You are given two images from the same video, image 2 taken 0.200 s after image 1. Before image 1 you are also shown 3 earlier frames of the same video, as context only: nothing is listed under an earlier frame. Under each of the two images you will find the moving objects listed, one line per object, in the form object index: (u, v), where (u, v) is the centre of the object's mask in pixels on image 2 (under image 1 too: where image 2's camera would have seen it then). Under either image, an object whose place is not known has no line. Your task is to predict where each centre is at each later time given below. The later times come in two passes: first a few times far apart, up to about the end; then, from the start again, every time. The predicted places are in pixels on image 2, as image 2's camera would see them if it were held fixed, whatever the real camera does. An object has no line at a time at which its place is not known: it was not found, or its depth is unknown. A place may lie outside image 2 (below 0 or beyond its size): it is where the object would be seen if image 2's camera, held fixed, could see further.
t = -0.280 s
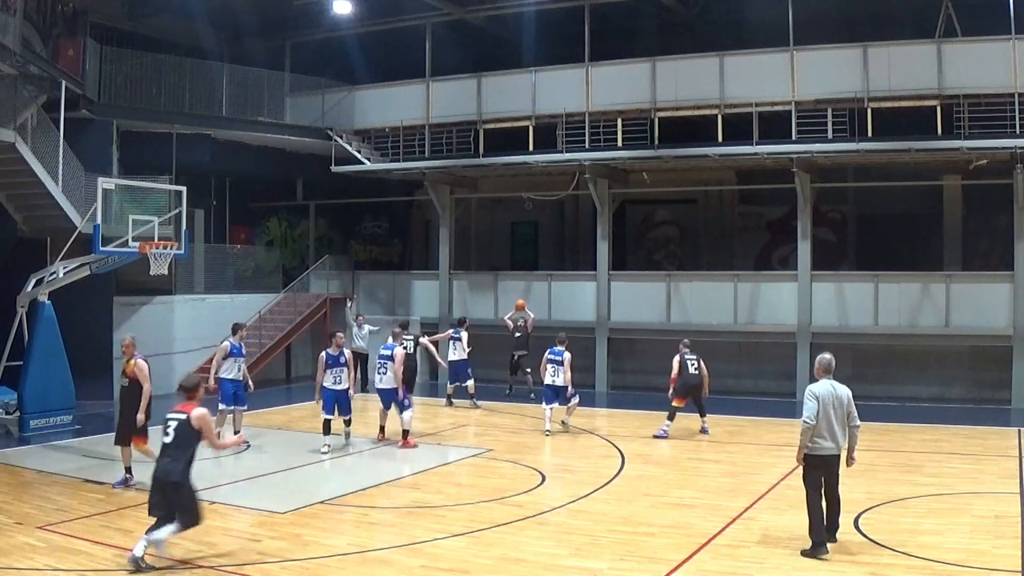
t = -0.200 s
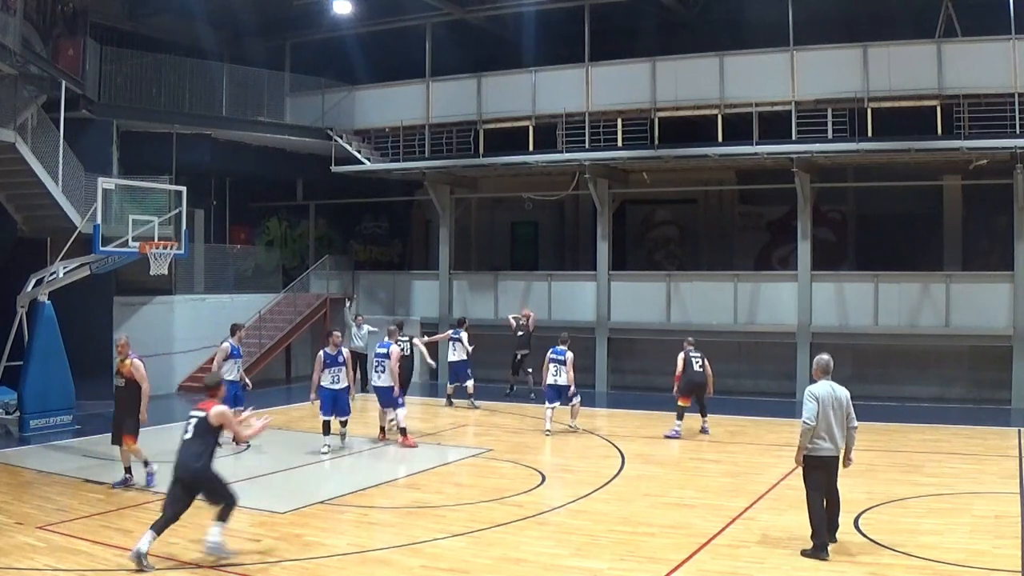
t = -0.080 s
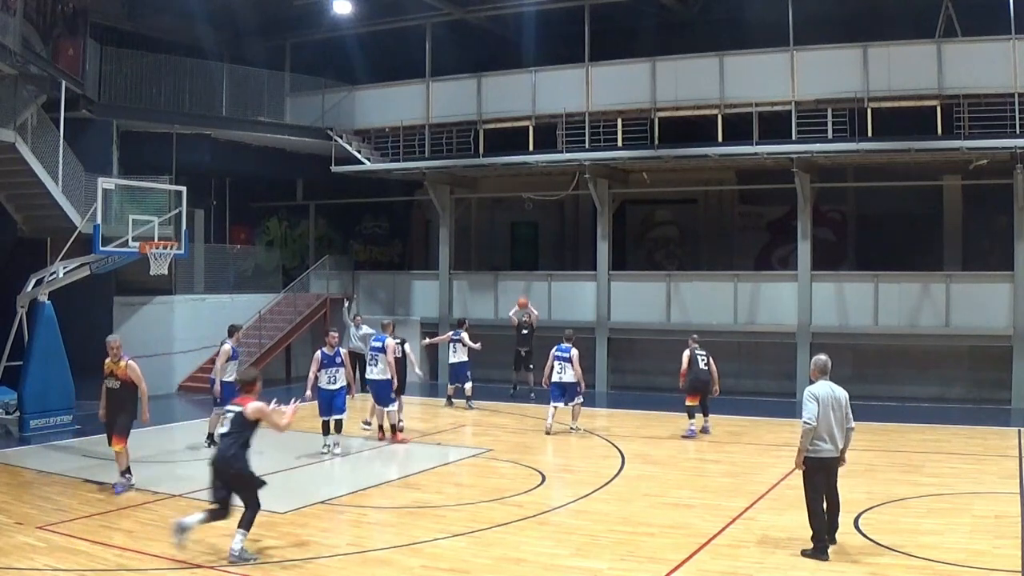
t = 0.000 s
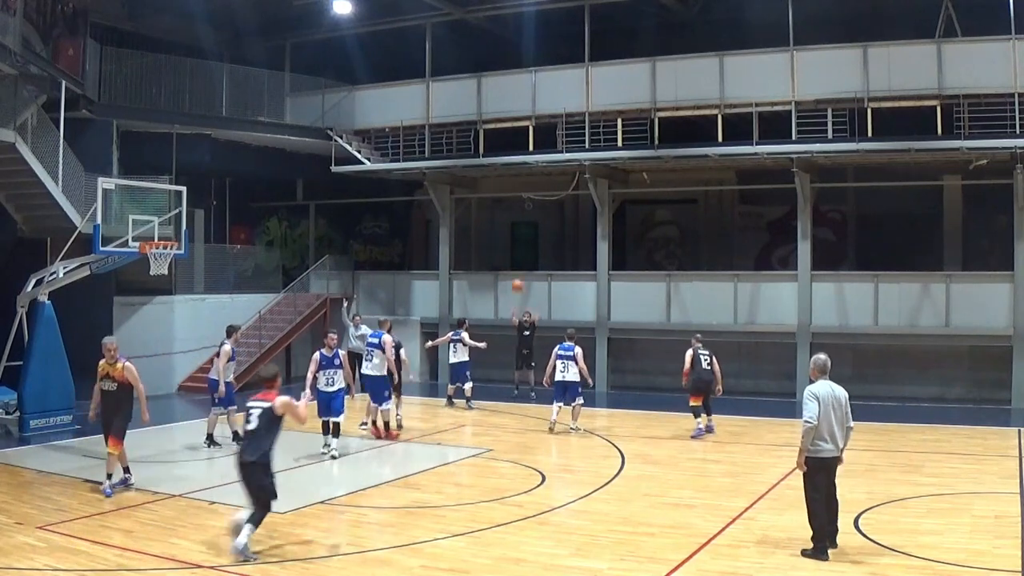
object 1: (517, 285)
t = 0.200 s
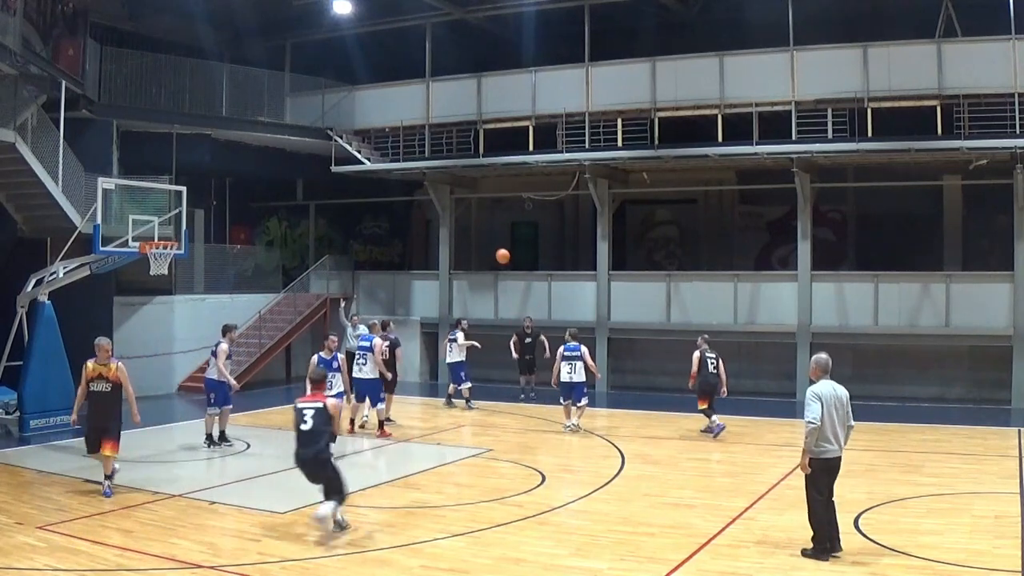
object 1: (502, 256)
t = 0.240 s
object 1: (499, 251)
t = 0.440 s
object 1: (479, 245)
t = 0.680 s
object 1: (447, 274)
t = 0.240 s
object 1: (499, 251)
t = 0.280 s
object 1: (495, 249)
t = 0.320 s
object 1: (491, 246)
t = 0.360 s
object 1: (487, 245)
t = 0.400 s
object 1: (483, 245)
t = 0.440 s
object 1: (479, 245)
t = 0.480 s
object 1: (474, 247)
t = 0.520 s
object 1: (469, 250)
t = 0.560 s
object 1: (464, 254)
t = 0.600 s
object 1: (459, 260)
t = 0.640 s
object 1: (453, 266)
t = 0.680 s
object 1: (447, 274)
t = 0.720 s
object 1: (440, 286)
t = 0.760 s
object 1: (433, 298)
